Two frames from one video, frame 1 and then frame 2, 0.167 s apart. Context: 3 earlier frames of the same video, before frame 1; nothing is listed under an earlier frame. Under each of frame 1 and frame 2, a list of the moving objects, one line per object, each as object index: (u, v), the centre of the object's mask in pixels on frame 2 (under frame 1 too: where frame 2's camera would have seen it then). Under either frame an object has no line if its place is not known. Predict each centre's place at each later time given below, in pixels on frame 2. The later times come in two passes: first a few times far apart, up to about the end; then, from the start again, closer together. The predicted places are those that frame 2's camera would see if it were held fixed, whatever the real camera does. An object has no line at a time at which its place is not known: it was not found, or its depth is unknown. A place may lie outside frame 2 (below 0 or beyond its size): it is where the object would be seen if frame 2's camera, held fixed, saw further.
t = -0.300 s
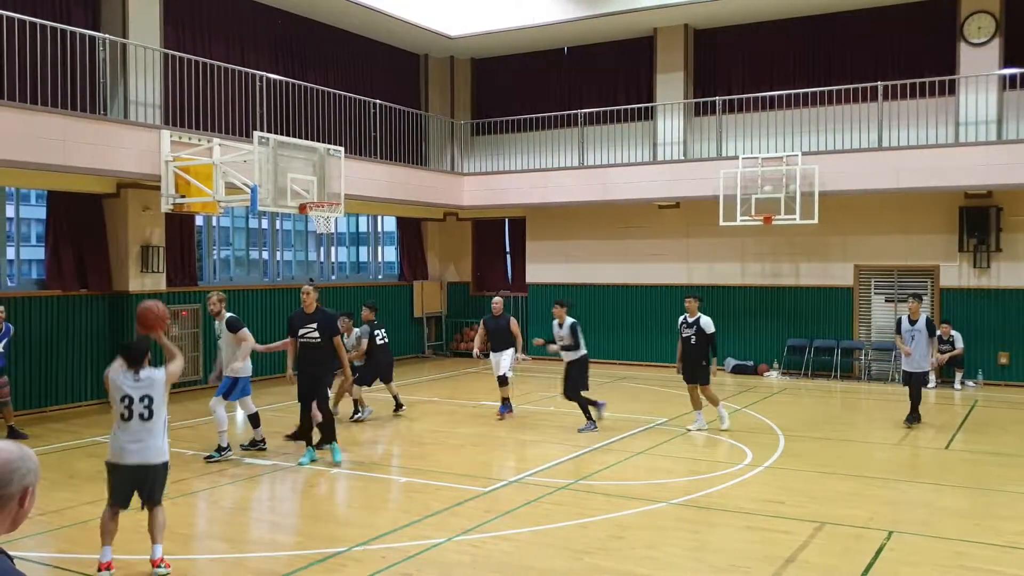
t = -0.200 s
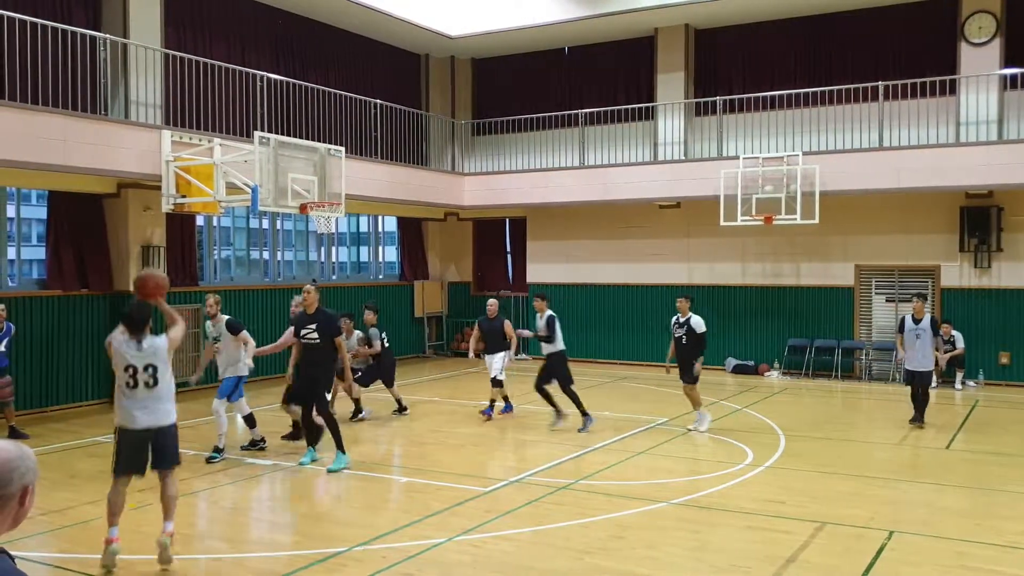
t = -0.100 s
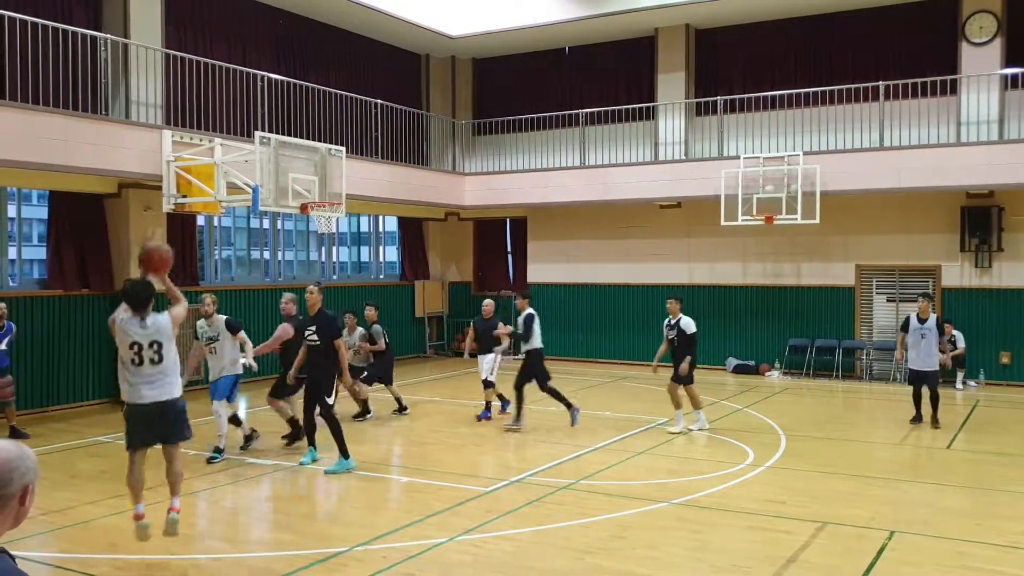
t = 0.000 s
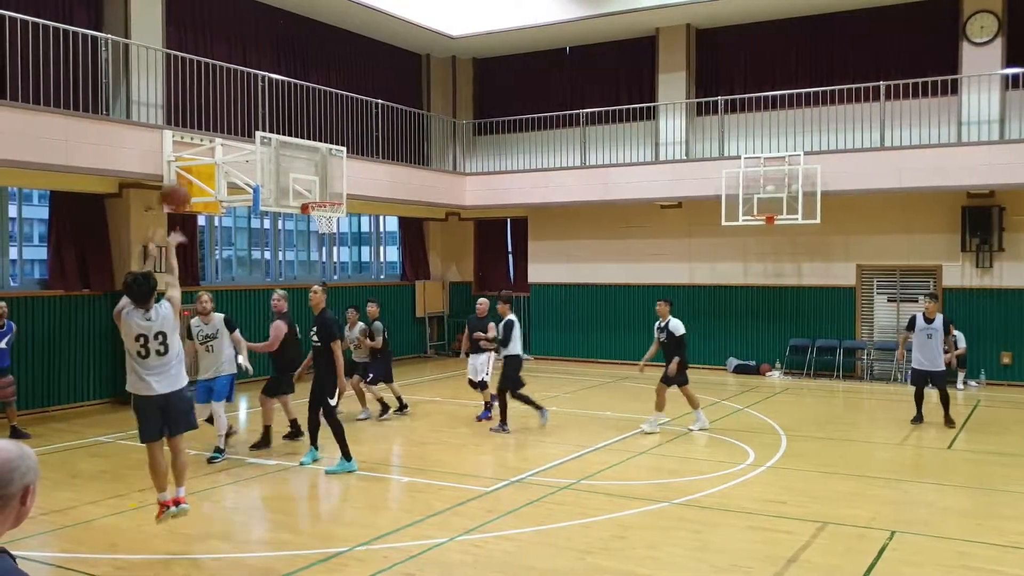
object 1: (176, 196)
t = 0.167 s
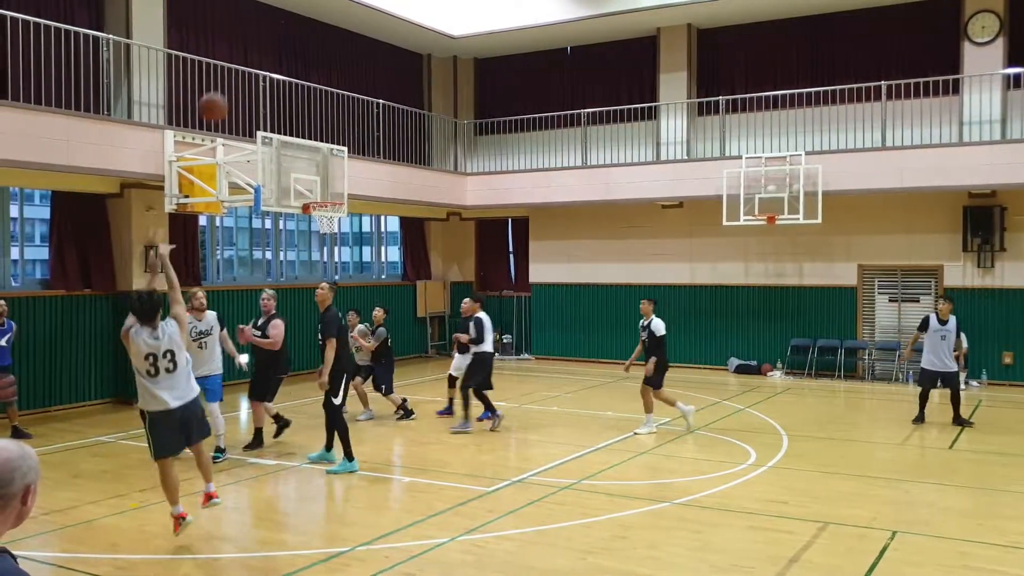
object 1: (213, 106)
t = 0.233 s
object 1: (225, 84)
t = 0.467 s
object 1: (263, 50)
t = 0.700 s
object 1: (291, 68)
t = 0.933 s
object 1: (315, 123)
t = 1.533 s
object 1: (321, 231)
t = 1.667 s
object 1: (319, 253)
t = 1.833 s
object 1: (316, 302)
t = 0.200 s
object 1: (219, 95)
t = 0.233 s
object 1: (225, 84)
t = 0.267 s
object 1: (232, 75)
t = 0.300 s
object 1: (238, 67)
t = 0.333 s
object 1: (243, 61)
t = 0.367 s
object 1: (249, 56)
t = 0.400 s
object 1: (254, 53)
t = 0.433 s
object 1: (258, 51)
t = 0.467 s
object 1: (263, 50)
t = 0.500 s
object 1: (267, 50)
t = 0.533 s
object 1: (271, 51)
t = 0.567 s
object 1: (276, 53)
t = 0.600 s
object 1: (280, 55)
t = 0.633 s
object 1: (284, 58)
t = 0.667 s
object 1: (288, 63)
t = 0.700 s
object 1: (291, 68)
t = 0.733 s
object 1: (295, 74)
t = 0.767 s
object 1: (298, 80)
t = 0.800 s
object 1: (302, 88)
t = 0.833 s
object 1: (305, 95)
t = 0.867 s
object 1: (309, 104)
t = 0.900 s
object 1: (312, 114)
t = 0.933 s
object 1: (315, 123)
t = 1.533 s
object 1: (321, 231)
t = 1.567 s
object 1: (321, 235)
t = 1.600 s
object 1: (319, 241)
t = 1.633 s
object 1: (319, 247)
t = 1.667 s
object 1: (319, 253)
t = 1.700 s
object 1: (318, 261)
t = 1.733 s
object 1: (318, 270)
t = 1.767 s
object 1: (317, 280)
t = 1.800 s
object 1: (316, 291)
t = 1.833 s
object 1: (316, 302)
